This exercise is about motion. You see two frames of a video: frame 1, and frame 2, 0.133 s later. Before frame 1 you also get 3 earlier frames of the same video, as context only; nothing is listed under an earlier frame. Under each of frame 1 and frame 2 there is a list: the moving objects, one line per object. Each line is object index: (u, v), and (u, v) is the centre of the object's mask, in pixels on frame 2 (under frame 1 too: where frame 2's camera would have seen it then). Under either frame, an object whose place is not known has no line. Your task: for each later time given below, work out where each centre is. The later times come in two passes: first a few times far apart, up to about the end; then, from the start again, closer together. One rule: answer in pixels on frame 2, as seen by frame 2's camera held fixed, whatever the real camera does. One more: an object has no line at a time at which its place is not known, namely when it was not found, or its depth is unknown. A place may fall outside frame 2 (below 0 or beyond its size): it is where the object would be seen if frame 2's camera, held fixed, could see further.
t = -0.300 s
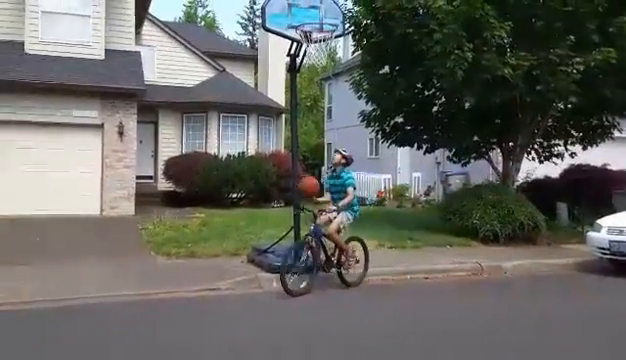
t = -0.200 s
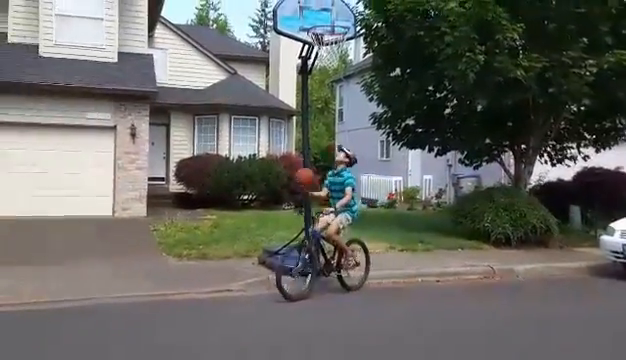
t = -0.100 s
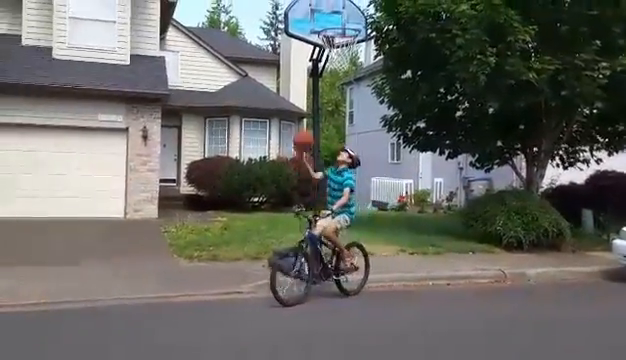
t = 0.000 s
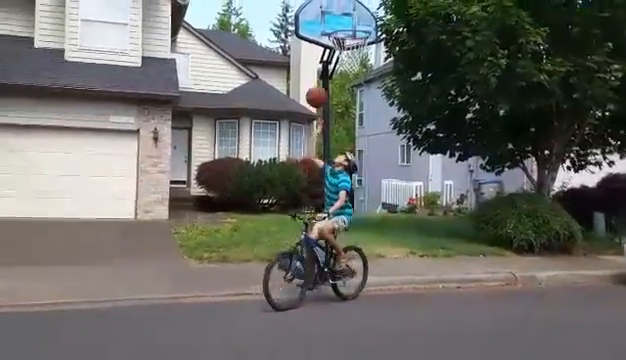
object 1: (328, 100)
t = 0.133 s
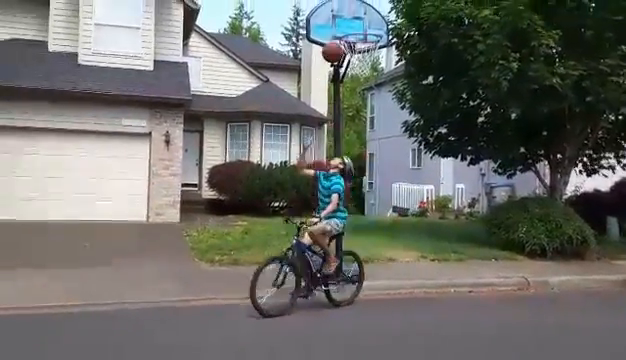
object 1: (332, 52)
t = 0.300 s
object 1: (337, 13)
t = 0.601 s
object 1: (344, 5)
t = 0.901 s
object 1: (342, 19)
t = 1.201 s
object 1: (327, 36)
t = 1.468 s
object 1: (308, 85)
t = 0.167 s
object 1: (333, 41)
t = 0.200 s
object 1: (334, 33)
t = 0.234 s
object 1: (335, 25)
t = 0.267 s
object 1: (336, 19)
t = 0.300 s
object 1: (337, 13)
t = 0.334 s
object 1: (338, 8)
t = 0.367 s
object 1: (339, 5)
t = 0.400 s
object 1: (340, 2)
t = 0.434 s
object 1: (341, 1)
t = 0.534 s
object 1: (343, 1)
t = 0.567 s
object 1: (343, 3)
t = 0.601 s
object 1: (344, 5)
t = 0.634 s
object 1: (345, 9)
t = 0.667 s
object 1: (345, 13)
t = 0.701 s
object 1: (345, 19)
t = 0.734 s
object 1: (345, 25)
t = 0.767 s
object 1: (345, 27)
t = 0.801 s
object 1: (344, 26)
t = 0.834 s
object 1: (344, 22)
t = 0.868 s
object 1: (343, 20)
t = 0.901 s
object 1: (342, 19)
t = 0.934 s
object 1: (341, 19)
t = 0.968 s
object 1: (340, 20)
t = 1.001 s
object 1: (338, 21)
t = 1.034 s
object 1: (337, 25)
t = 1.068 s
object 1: (336, 28)
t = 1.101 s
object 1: (335, 31)
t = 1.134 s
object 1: (331, 33)
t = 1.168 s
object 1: (329, 35)
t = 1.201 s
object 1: (327, 36)
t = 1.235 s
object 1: (324, 39)
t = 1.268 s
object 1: (322, 43)
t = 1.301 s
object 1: (320, 47)
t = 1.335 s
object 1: (318, 53)
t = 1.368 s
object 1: (315, 60)
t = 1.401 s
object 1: (312, 67)
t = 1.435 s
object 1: (310, 76)
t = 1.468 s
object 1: (308, 85)
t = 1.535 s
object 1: (303, 108)
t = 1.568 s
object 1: (300, 118)
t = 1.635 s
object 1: (295, 147)
